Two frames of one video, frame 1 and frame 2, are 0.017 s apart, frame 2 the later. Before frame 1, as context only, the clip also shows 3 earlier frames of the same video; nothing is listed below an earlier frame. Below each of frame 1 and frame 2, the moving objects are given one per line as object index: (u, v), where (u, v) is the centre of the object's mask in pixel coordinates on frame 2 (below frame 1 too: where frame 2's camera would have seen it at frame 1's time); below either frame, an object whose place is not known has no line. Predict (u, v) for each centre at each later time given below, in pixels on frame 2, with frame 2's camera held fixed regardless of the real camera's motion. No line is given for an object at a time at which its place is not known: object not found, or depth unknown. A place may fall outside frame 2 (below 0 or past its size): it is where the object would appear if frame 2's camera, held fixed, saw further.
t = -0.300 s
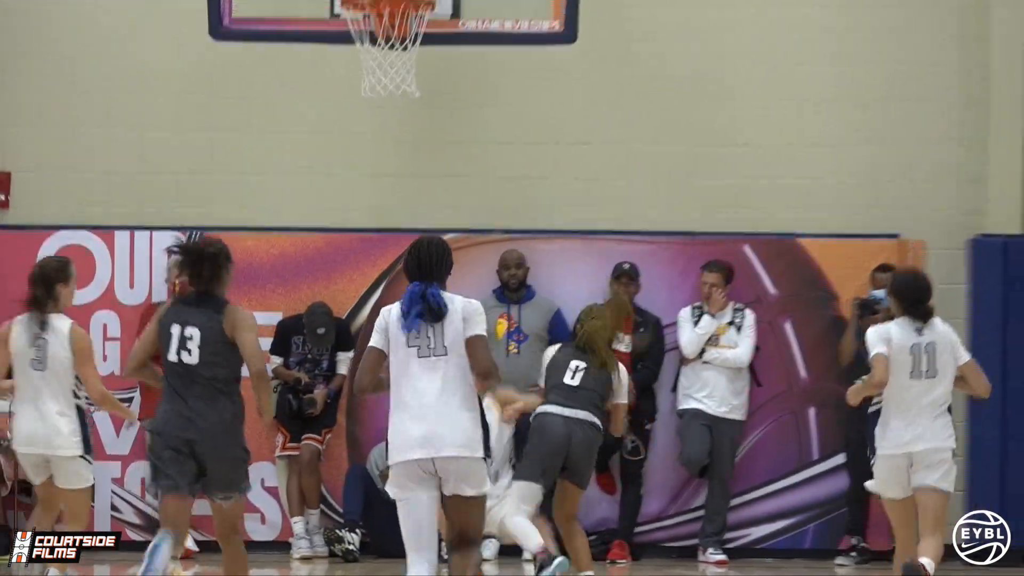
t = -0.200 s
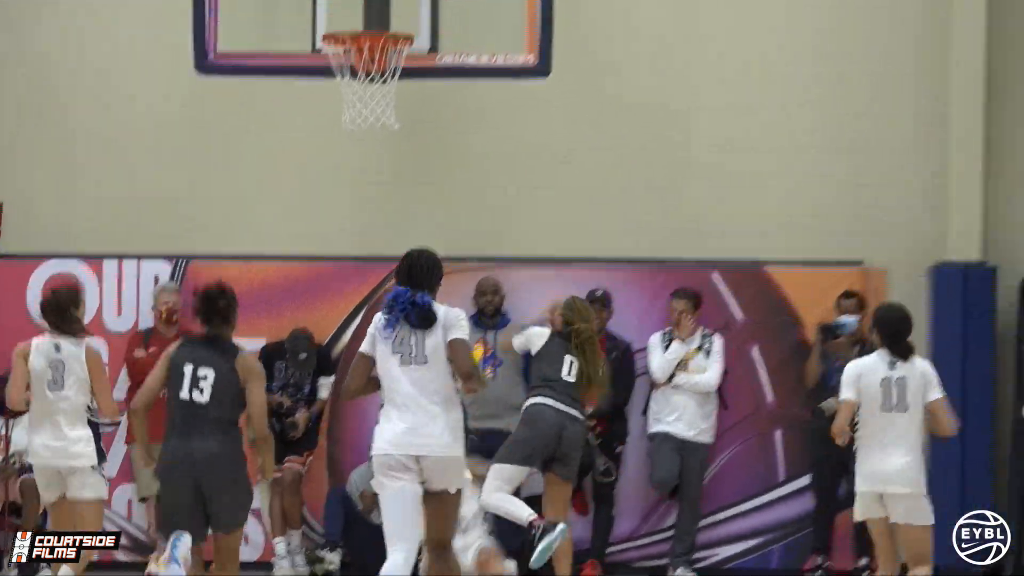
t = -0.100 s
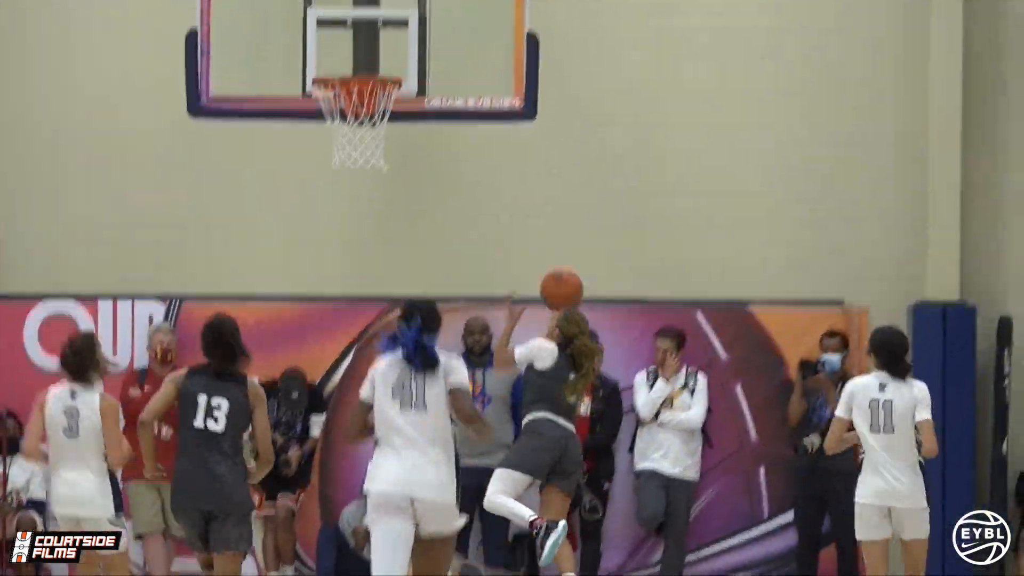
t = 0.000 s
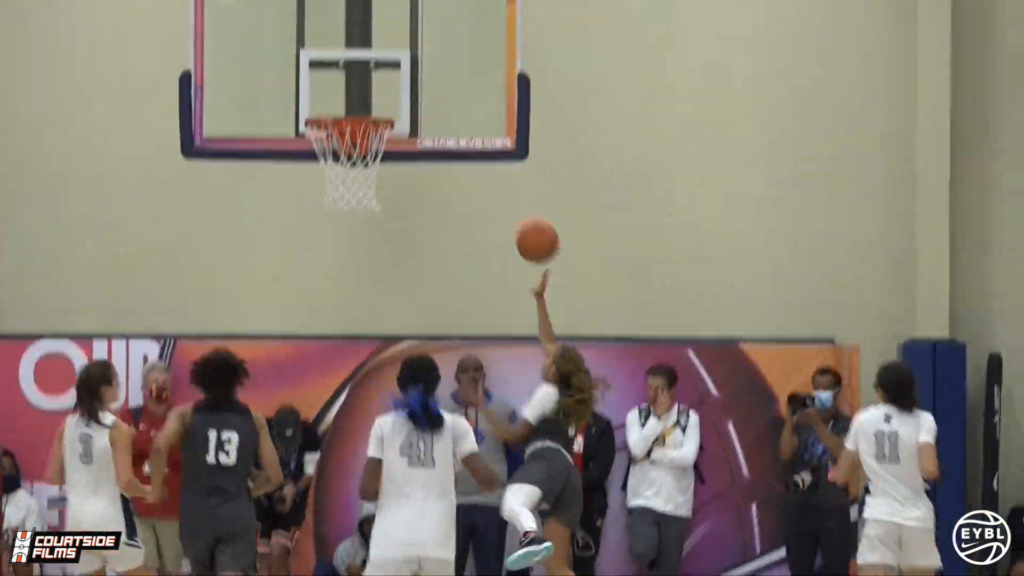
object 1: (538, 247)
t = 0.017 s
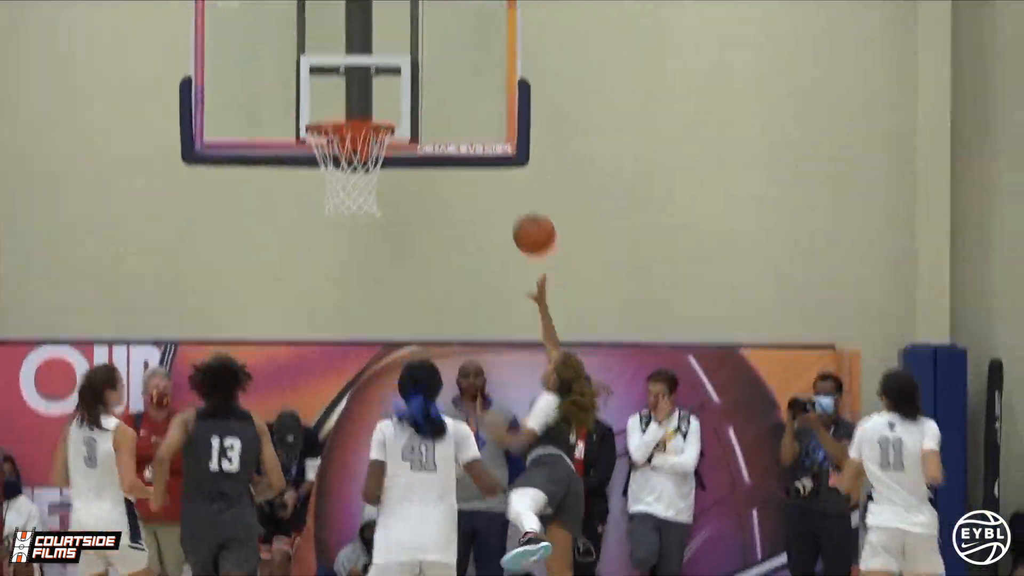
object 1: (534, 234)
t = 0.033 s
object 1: (529, 219)
